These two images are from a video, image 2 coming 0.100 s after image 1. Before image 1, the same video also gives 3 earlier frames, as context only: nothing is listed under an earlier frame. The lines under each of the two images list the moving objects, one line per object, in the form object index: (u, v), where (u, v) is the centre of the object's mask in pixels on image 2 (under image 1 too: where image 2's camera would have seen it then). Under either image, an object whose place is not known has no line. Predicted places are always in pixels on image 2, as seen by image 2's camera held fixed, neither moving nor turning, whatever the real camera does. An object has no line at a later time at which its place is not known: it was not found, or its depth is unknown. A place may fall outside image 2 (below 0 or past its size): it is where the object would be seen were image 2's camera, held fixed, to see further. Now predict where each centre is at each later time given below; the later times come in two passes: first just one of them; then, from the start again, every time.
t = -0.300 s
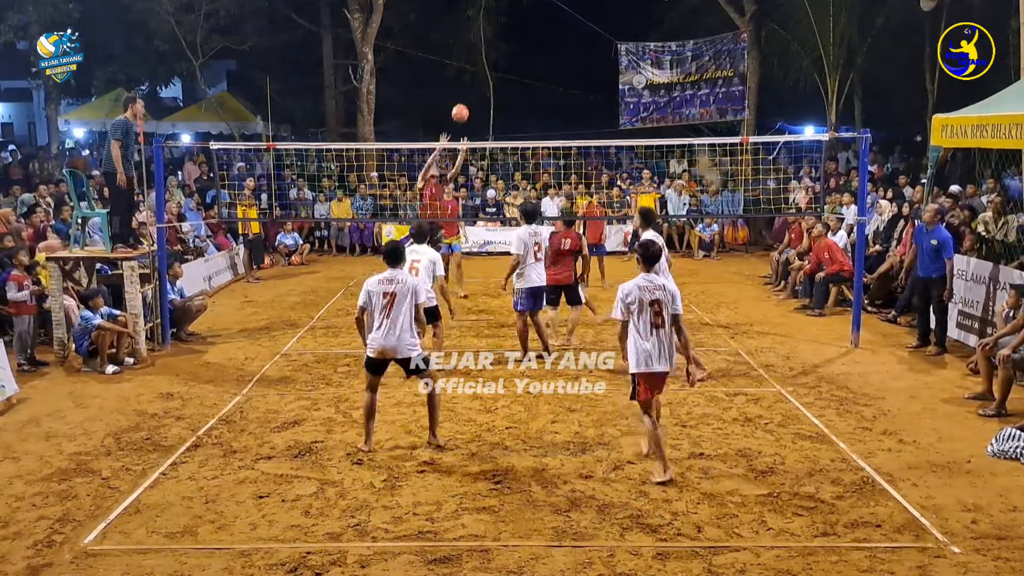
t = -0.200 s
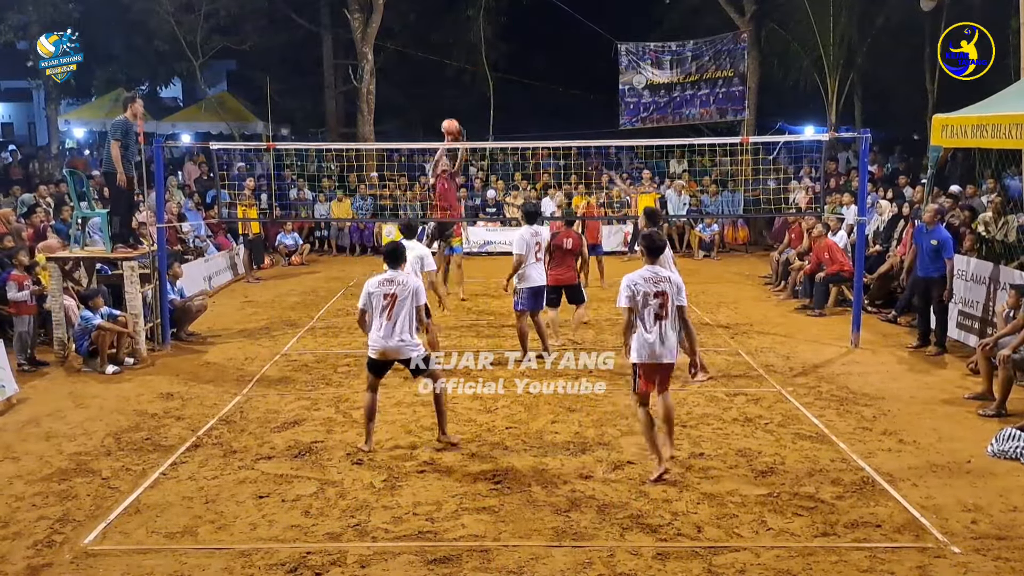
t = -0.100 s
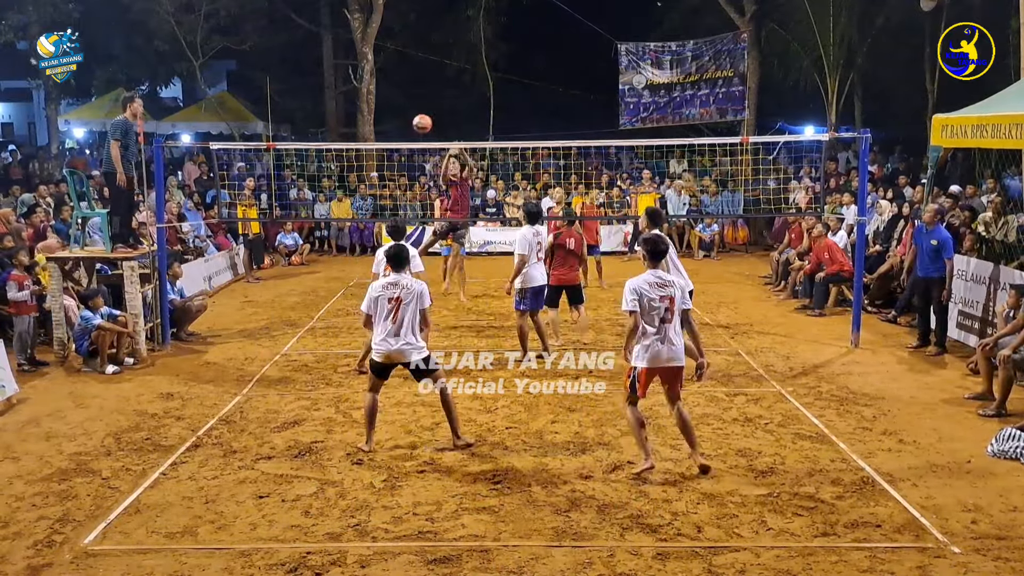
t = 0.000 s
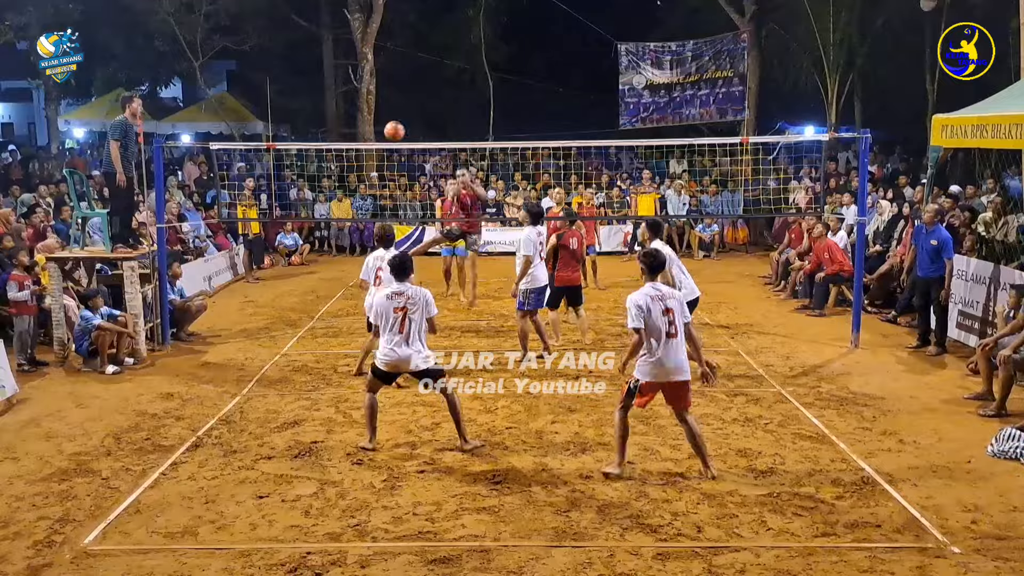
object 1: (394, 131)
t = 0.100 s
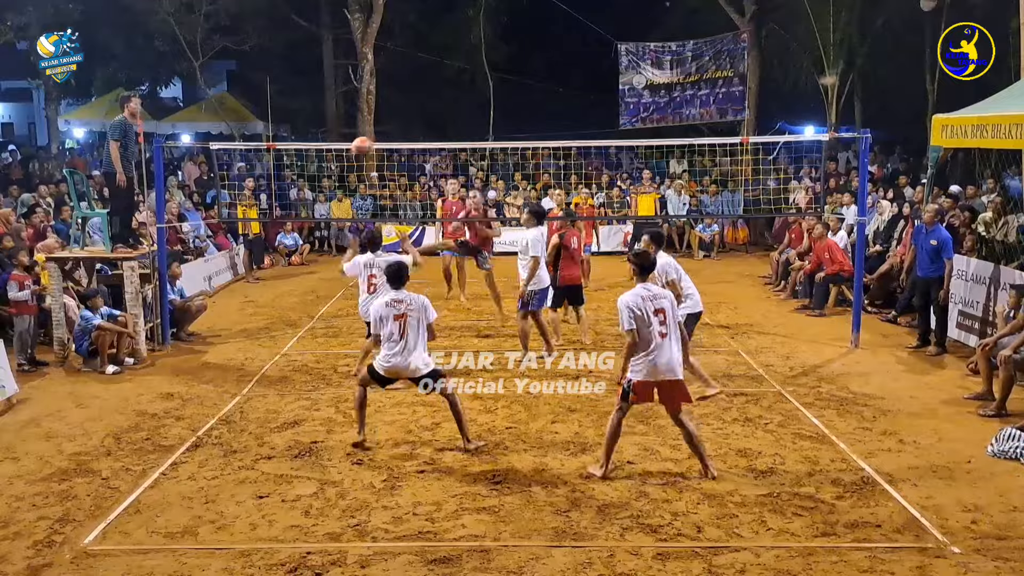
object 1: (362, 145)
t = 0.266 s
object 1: (303, 197)
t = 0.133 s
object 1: (351, 154)
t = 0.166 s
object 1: (339, 164)
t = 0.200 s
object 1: (328, 173)
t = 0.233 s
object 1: (315, 185)
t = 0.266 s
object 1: (303, 197)
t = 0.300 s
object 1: (291, 211)
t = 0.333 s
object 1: (278, 225)
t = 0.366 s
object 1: (262, 240)
